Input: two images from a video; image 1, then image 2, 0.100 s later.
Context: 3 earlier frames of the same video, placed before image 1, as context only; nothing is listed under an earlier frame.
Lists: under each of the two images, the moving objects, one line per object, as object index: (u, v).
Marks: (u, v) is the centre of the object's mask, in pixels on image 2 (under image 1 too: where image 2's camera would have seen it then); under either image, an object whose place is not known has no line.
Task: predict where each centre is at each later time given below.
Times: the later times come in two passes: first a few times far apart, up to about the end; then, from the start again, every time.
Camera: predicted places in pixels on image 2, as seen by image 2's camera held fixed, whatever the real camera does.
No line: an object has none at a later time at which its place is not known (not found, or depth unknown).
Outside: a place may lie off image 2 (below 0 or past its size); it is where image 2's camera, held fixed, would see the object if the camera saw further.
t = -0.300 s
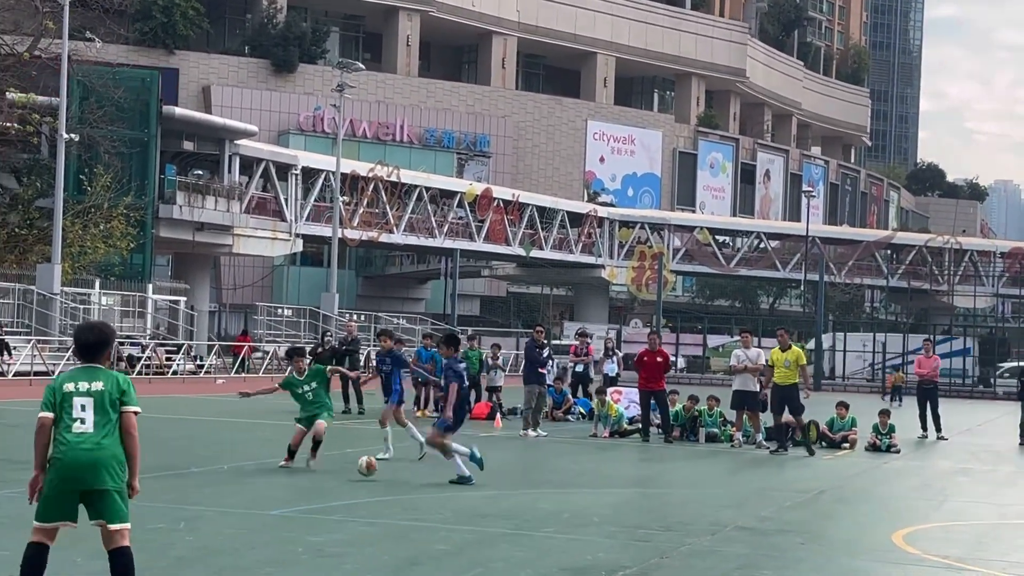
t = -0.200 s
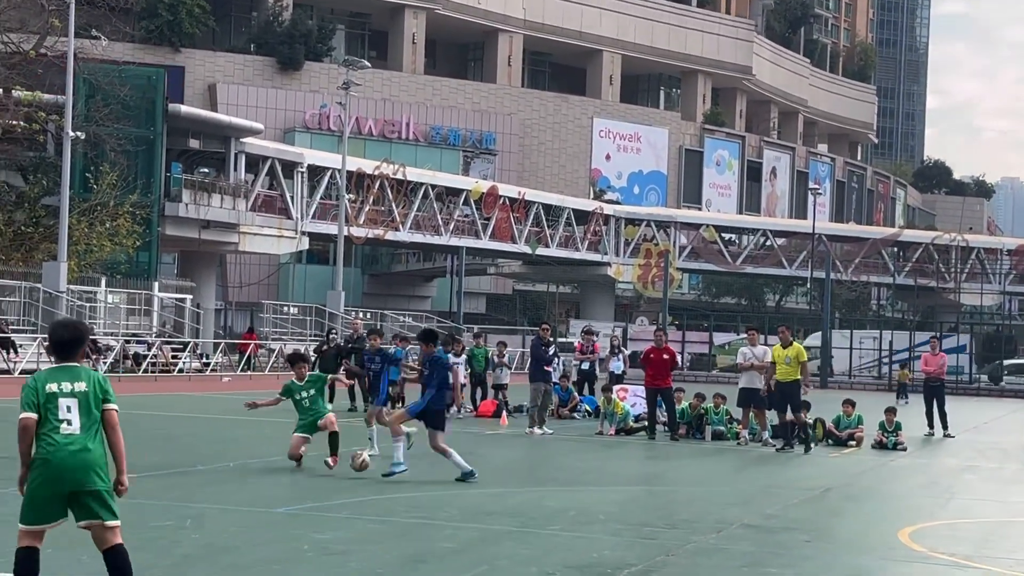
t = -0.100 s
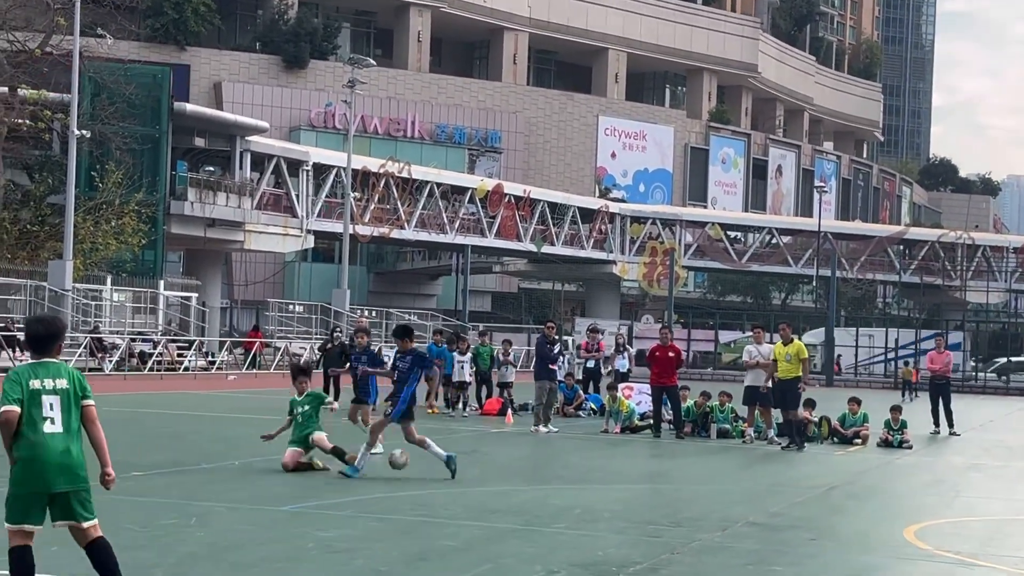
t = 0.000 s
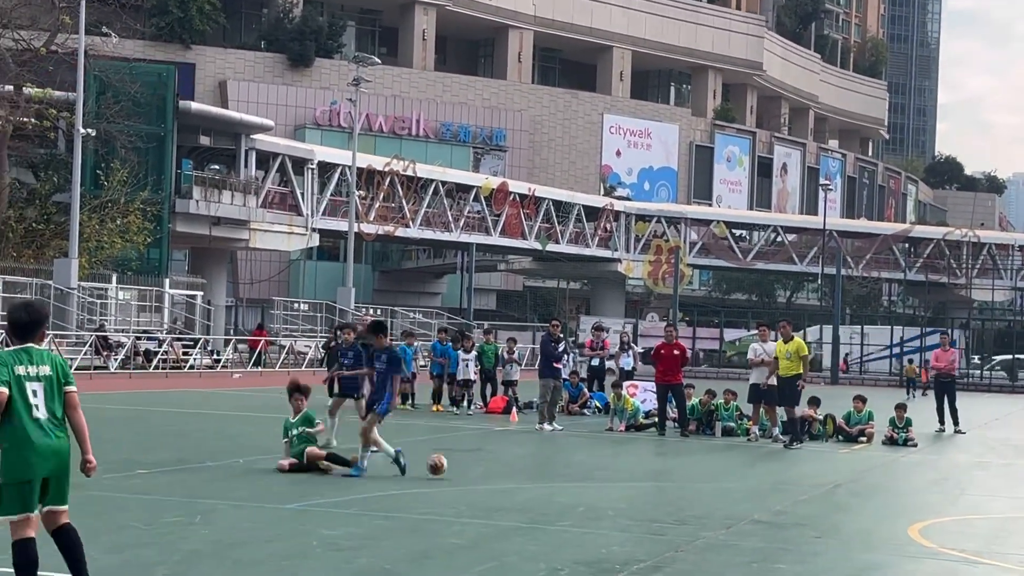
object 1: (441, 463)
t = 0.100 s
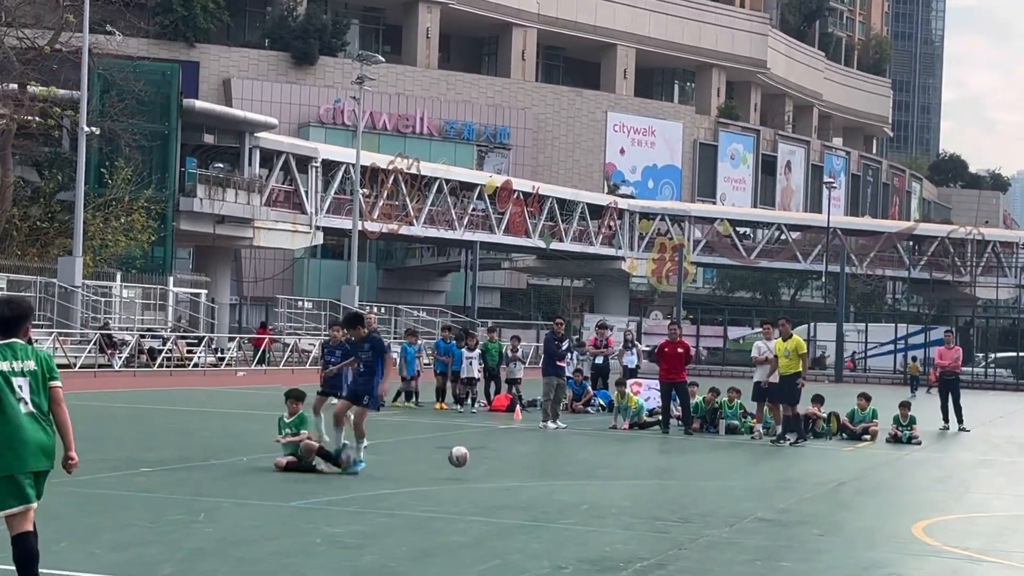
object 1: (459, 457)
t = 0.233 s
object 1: (483, 465)
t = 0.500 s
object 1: (533, 477)
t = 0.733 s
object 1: (578, 481)
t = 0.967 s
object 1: (625, 489)
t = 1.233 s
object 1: (683, 496)
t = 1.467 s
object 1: (736, 503)
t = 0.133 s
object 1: (465, 457)
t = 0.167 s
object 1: (470, 458)
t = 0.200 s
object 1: (477, 461)
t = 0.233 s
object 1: (483, 465)
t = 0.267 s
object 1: (489, 470)
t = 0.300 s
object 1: (495, 472)
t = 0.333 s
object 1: (501, 470)
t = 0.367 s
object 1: (508, 470)
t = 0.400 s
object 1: (514, 470)
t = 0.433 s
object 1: (520, 472)
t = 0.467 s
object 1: (527, 475)
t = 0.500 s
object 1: (533, 477)
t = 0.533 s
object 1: (540, 476)
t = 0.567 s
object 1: (546, 476)
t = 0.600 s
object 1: (552, 477)
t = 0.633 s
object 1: (559, 479)
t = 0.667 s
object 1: (565, 481)
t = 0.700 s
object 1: (572, 481)
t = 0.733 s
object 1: (578, 481)
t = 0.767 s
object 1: (584, 483)
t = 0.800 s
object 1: (591, 484)
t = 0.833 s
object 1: (598, 485)
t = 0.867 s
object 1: (605, 486)
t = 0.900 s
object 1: (612, 487)
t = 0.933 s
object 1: (618, 488)
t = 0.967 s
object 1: (625, 489)
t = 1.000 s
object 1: (633, 490)
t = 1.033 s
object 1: (640, 490)
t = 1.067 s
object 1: (647, 491)
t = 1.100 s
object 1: (654, 492)
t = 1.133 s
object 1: (661, 493)
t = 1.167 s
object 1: (669, 494)
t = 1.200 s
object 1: (676, 495)
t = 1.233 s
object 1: (683, 496)
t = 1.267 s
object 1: (691, 497)
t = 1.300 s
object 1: (698, 498)
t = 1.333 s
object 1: (706, 499)
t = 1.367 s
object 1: (713, 500)
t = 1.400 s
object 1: (721, 501)
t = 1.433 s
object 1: (729, 502)
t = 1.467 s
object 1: (736, 503)
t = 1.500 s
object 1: (744, 504)
